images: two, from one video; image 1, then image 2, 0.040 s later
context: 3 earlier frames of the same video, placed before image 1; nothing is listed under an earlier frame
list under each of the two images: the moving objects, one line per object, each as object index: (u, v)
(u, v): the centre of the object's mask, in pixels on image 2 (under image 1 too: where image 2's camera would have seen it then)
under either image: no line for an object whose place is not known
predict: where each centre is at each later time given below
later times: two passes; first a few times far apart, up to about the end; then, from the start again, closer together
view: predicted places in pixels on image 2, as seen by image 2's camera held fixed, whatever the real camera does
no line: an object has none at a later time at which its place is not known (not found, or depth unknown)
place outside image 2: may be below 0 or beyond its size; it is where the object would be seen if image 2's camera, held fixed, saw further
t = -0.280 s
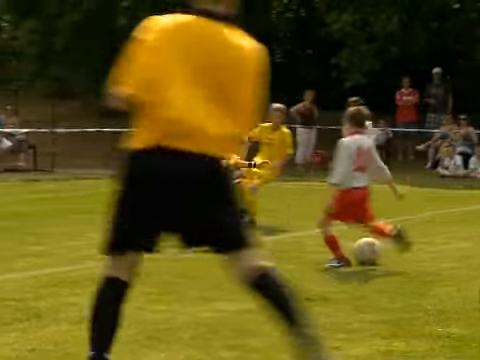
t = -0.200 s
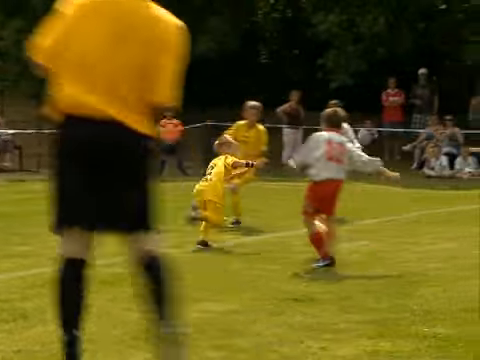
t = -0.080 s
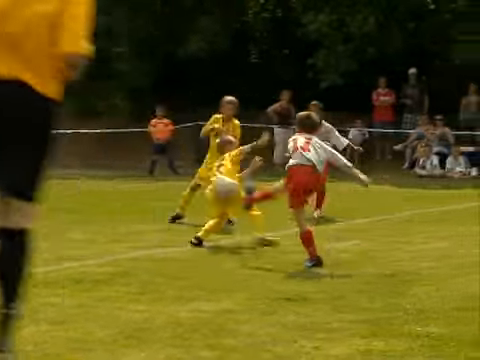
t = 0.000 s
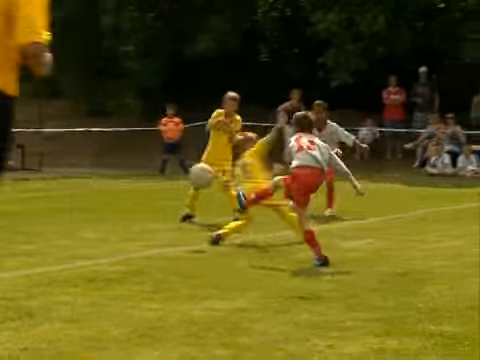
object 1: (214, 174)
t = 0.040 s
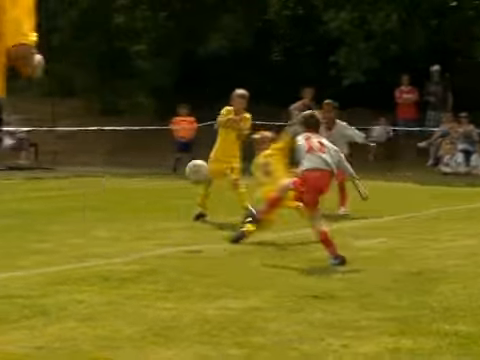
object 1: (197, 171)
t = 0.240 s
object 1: (112, 183)
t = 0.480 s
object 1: (21, 228)
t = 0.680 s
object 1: (-11, 208)
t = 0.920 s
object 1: (-53, 242)
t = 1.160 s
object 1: (-99, 243)
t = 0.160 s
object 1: (146, 173)
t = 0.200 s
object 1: (129, 177)
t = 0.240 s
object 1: (112, 183)
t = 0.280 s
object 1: (94, 191)
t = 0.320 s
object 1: (77, 201)
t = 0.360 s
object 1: (60, 212)
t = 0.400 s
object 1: (43, 225)
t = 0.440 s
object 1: (28, 238)
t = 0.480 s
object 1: (21, 228)
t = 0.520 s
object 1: (14, 220)
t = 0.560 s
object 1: (7, 215)
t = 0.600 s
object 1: (1, 210)
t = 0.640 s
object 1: (-5, 208)
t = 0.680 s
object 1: (-11, 208)
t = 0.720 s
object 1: (-18, 208)
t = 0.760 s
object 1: (-25, 211)
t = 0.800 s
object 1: (-33, 215)
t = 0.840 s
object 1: (-40, 222)
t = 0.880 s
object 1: (-46, 231)
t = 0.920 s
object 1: (-53, 242)
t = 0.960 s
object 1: (-60, 241)
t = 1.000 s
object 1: (-67, 238)
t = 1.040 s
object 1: (-75, 236)
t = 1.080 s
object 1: (-83, 236)
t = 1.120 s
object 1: (-91, 240)
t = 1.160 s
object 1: (-99, 243)
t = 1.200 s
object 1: (-105, 243)
